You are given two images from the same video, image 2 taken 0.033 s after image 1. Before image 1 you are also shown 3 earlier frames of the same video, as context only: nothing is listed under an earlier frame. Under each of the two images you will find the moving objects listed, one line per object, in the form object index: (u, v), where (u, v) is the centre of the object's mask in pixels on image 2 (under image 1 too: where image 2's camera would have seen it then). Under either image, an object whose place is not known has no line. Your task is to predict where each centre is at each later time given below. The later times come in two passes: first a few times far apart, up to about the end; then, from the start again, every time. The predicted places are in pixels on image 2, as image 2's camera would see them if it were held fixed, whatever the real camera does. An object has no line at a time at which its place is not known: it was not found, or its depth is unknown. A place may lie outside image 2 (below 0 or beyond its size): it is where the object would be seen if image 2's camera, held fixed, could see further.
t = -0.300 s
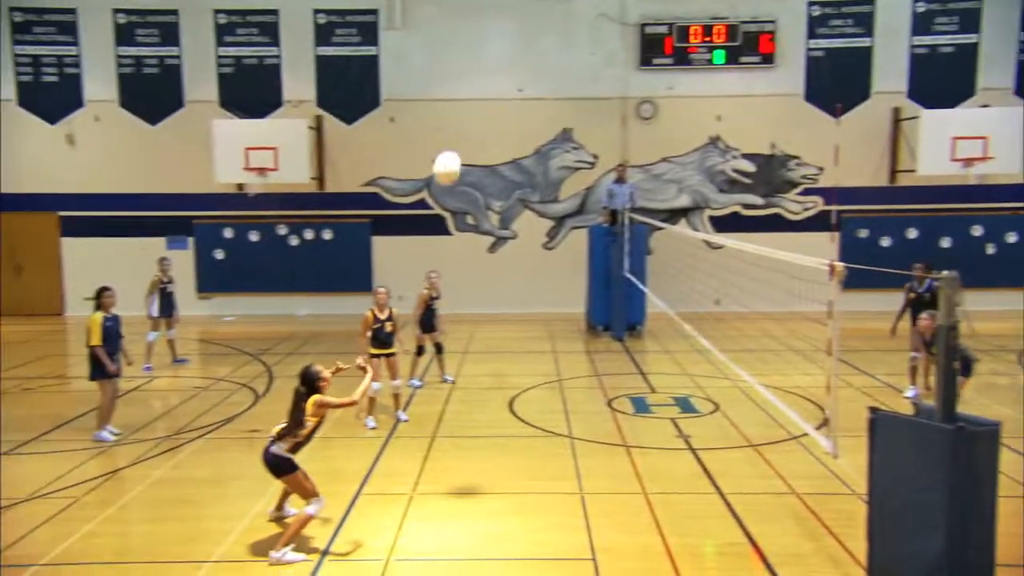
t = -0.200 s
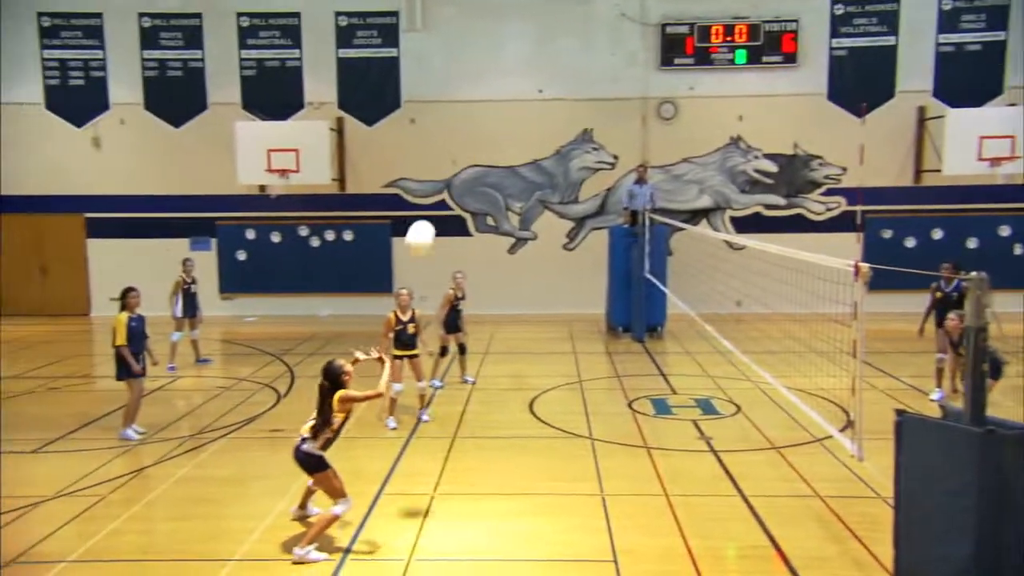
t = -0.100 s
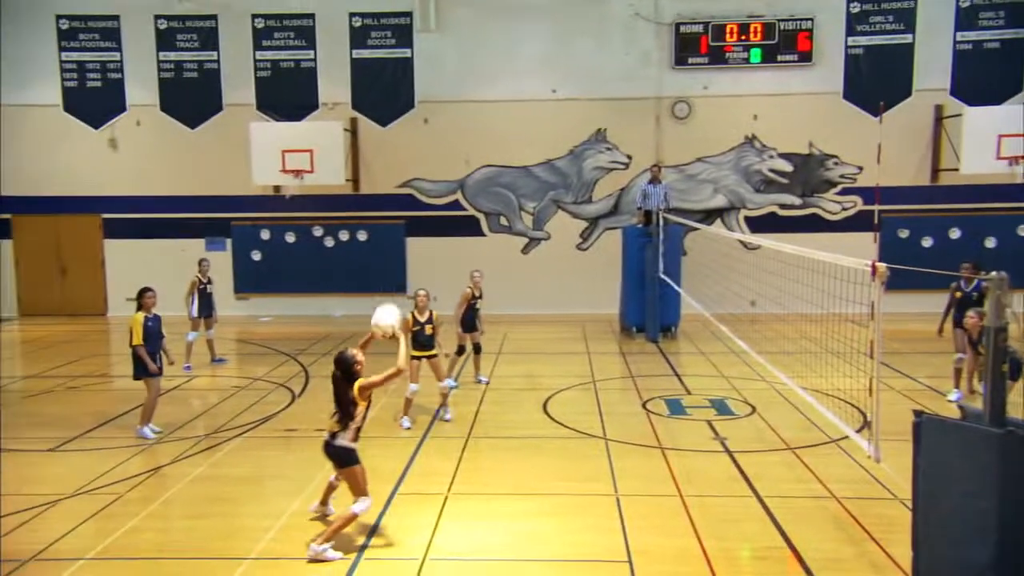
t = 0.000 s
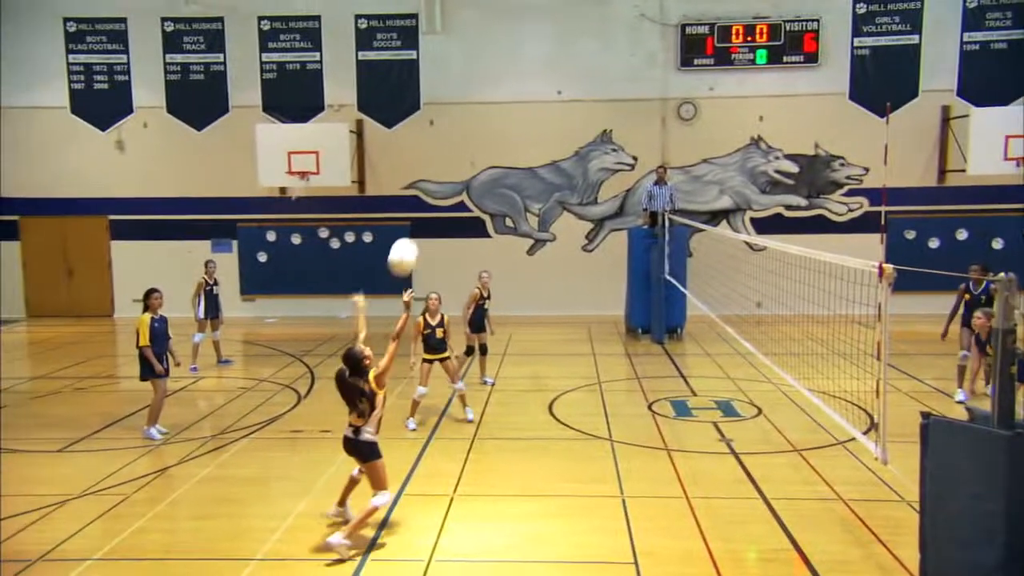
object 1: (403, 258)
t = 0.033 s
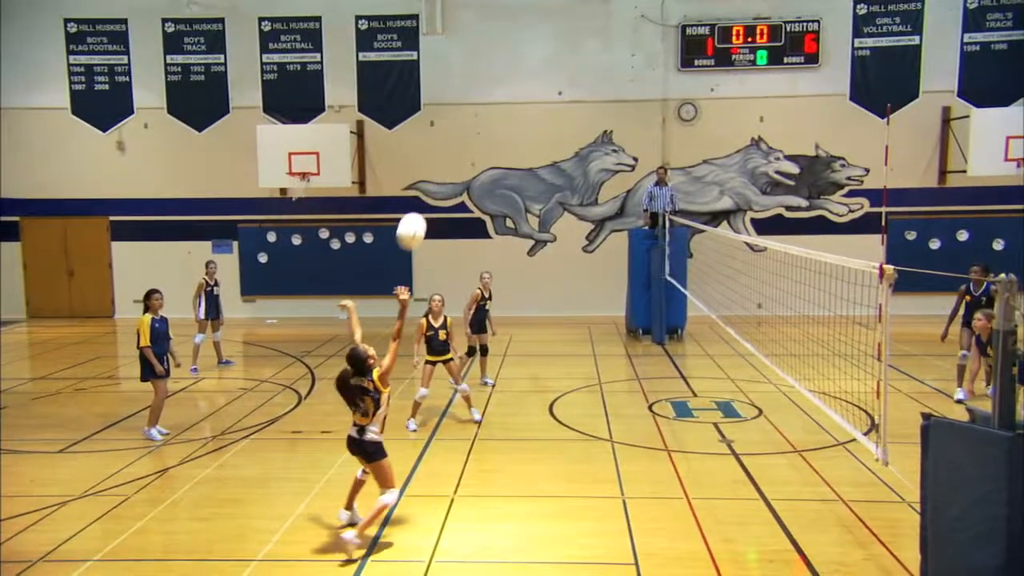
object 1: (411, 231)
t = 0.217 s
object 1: (453, 116)
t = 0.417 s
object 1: (496, 46)
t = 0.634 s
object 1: (540, 30)
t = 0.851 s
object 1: (580, 71)
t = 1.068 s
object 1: (614, 160)
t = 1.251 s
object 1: (644, 267)
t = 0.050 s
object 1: (415, 218)
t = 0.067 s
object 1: (419, 206)
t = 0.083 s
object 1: (422, 195)
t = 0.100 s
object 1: (426, 182)
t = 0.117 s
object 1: (430, 172)
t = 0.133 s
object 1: (434, 160)
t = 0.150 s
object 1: (438, 154)
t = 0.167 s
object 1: (442, 137)
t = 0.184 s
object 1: (446, 132)
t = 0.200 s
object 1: (450, 124)
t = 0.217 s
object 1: (453, 116)
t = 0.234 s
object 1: (456, 107)
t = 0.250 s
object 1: (460, 100)
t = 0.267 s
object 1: (464, 92)
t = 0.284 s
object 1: (467, 86)
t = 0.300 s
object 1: (472, 79)
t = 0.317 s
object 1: (475, 73)
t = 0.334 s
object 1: (479, 68)
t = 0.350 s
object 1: (482, 63)
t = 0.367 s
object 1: (486, 59)
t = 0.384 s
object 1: (489, 53)
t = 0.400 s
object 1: (493, 49)
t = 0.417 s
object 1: (496, 46)
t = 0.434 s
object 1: (499, 42)
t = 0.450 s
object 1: (502, 40)
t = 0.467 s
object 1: (506, 37)
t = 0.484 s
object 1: (510, 34)
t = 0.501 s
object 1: (513, 33)
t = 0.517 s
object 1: (516, 32)
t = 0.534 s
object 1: (520, 30)
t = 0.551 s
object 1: (524, 29)
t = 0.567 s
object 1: (527, 29)
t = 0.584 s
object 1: (530, 29)
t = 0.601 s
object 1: (533, 29)
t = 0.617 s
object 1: (536, 30)
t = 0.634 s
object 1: (540, 30)
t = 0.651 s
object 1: (543, 32)
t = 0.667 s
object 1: (547, 34)
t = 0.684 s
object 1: (550, 36)
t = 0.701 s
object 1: (553, 38)
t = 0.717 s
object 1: (556, 40)
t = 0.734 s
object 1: (559, 43)
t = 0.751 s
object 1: (562, 46)
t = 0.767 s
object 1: (565, 50)
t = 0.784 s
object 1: (568, 53)
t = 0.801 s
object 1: (571, 57)
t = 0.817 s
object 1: (574, 61)
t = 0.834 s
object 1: (577, 66)
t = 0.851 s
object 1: (580, 71)
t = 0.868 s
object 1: (582, 76)
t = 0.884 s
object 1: (586, 81)
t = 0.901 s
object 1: (587, 86)
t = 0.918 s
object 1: (589, 91)
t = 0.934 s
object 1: (592, 97)
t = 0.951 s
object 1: (595, 104)
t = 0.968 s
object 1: (597, 110)
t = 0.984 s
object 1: (602, 121)
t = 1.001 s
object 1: (604, 129)
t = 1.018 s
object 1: (607, 135)
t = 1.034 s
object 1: (609, 143)
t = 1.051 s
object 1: (611, 151)
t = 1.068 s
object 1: (614, 160)
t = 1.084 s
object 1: (615, 168)
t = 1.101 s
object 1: (619, 177)
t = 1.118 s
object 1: (622, 188)
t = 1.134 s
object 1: (625, 197)
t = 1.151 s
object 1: (628, 206)
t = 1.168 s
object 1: (631, 216)
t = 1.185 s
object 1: (634, 225)
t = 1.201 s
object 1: (636, 235)
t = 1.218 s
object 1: (638, 245)
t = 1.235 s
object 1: (642, 256)
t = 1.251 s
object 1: (644, 267)
